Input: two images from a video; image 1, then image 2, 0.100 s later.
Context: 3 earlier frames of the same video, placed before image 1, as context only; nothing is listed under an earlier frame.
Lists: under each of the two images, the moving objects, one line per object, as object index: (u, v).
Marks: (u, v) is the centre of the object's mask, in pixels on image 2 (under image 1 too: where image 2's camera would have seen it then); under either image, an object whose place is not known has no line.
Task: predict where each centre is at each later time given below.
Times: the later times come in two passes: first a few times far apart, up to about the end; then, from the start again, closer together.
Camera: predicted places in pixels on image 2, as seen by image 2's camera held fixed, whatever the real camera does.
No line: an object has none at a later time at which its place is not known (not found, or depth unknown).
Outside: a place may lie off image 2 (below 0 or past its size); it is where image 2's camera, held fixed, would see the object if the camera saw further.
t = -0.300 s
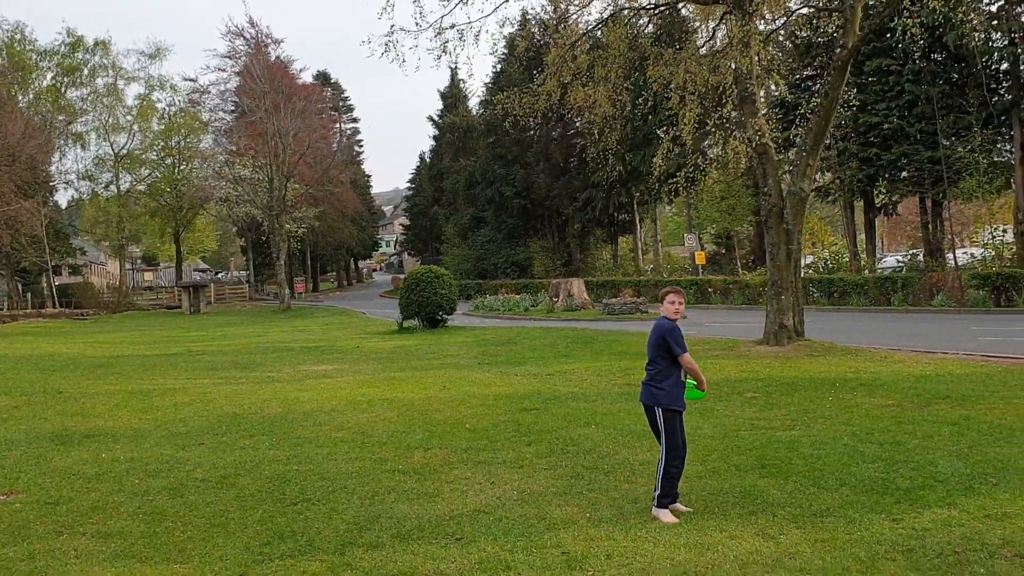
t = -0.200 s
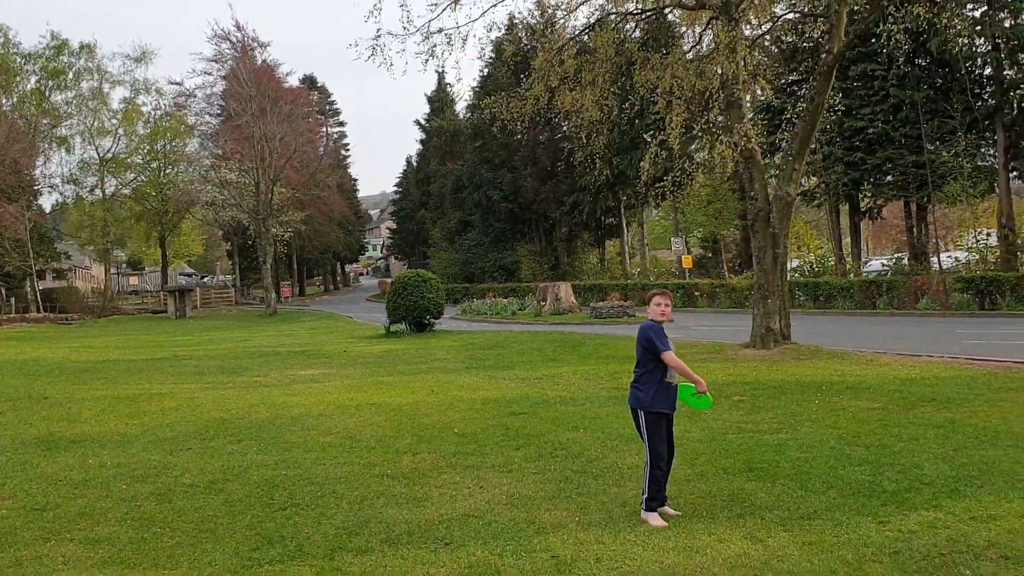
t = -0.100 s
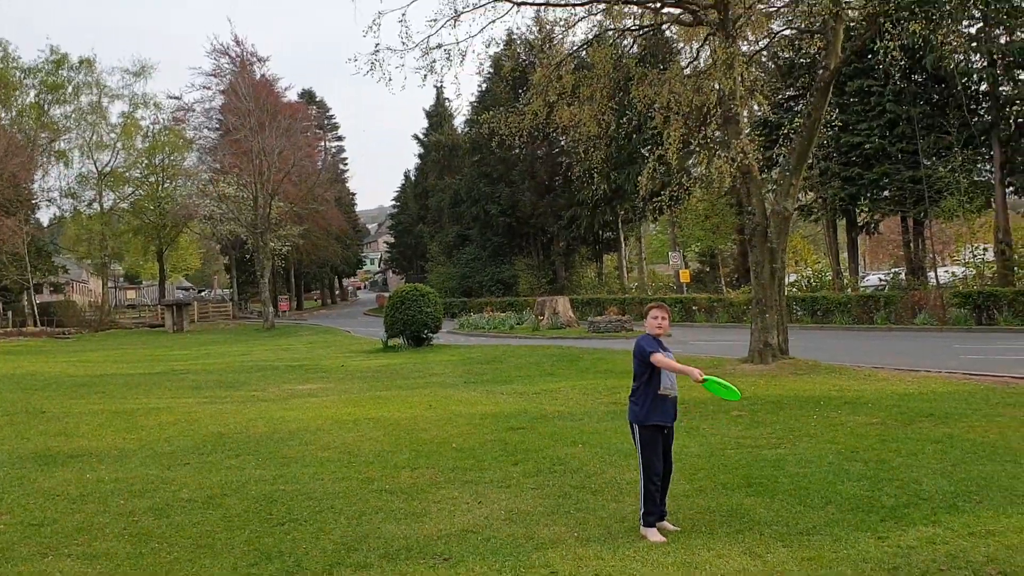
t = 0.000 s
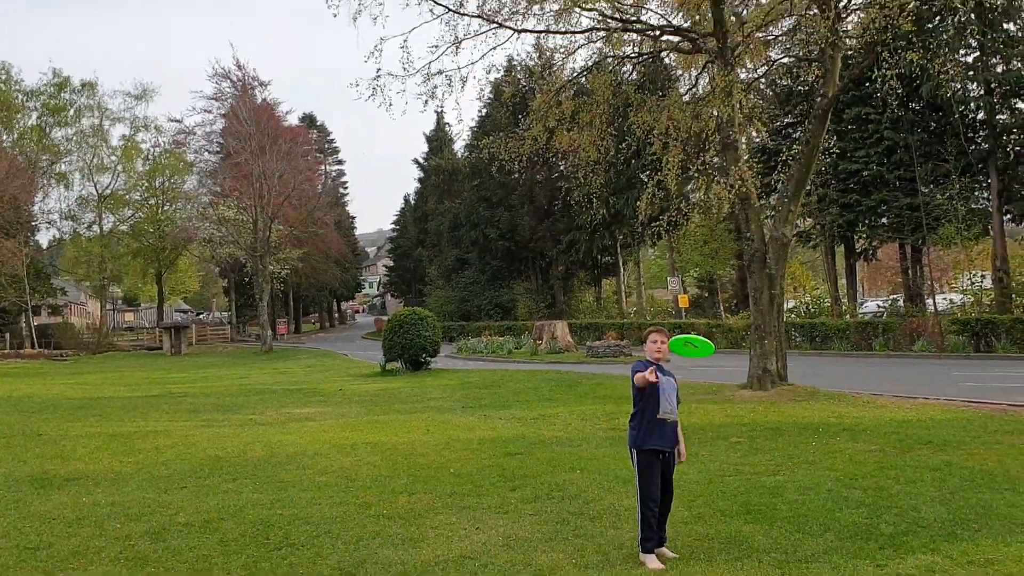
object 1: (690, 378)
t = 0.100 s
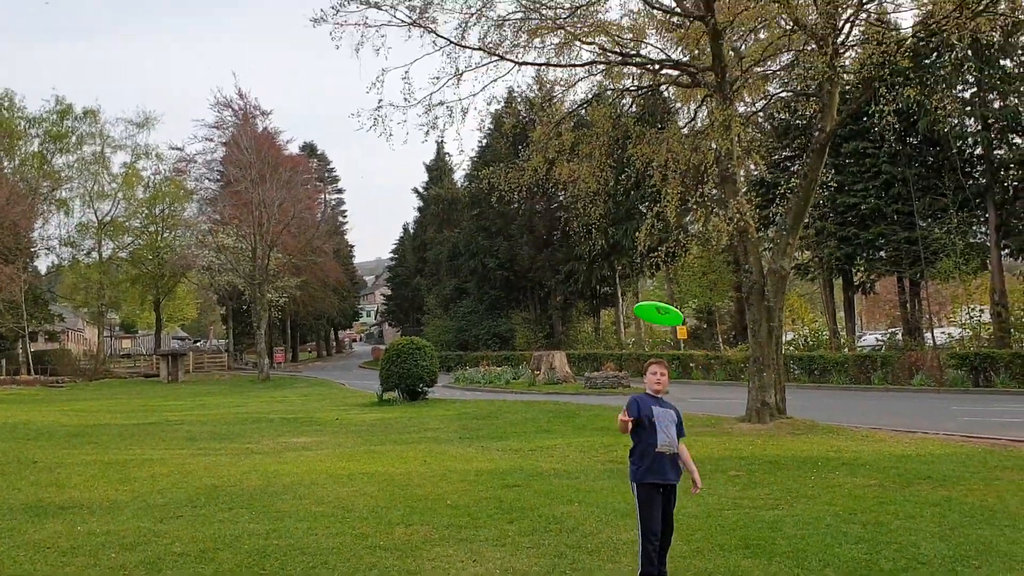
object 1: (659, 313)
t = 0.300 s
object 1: (594, 190)
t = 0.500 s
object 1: (526, 56)
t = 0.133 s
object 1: (648, 293)
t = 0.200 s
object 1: (626, 251)
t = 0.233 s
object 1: (615, 230)
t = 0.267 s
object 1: (605, 211)
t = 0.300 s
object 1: (594, 190)
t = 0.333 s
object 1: (583, 169)
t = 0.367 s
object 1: (573, 147)
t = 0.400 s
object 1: (561, 126)
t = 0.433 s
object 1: (550, 103)
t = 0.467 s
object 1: (538, 79)
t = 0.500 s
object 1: (526, 56)
